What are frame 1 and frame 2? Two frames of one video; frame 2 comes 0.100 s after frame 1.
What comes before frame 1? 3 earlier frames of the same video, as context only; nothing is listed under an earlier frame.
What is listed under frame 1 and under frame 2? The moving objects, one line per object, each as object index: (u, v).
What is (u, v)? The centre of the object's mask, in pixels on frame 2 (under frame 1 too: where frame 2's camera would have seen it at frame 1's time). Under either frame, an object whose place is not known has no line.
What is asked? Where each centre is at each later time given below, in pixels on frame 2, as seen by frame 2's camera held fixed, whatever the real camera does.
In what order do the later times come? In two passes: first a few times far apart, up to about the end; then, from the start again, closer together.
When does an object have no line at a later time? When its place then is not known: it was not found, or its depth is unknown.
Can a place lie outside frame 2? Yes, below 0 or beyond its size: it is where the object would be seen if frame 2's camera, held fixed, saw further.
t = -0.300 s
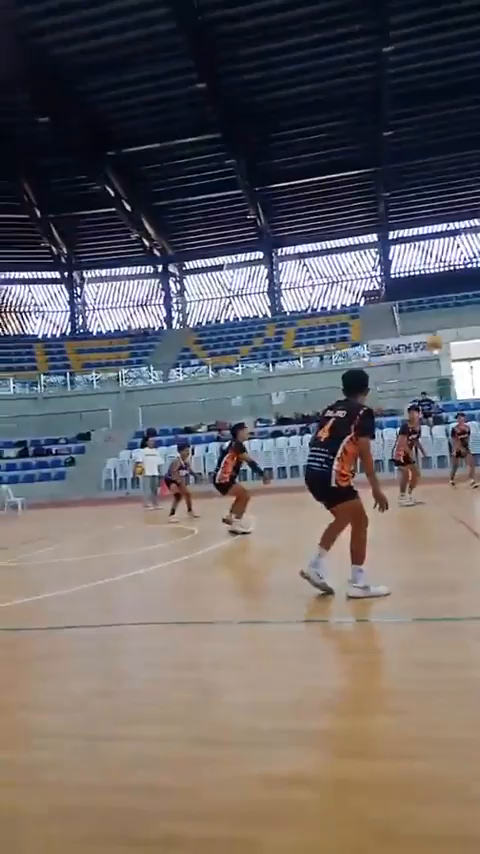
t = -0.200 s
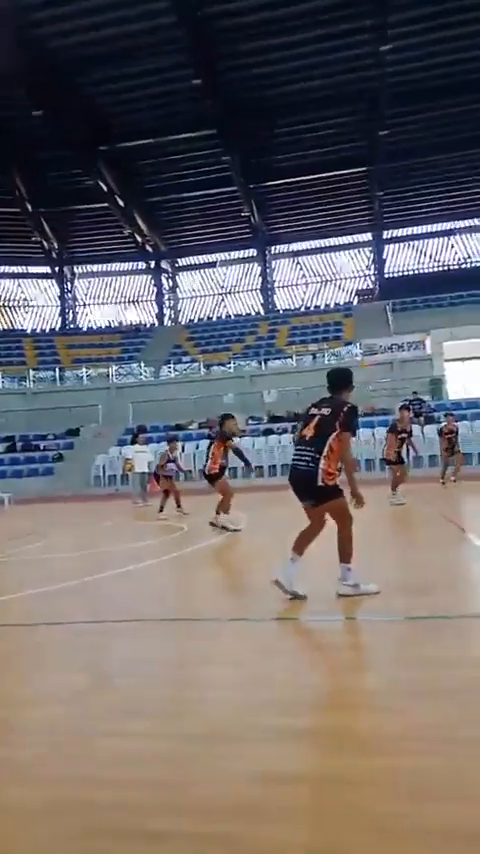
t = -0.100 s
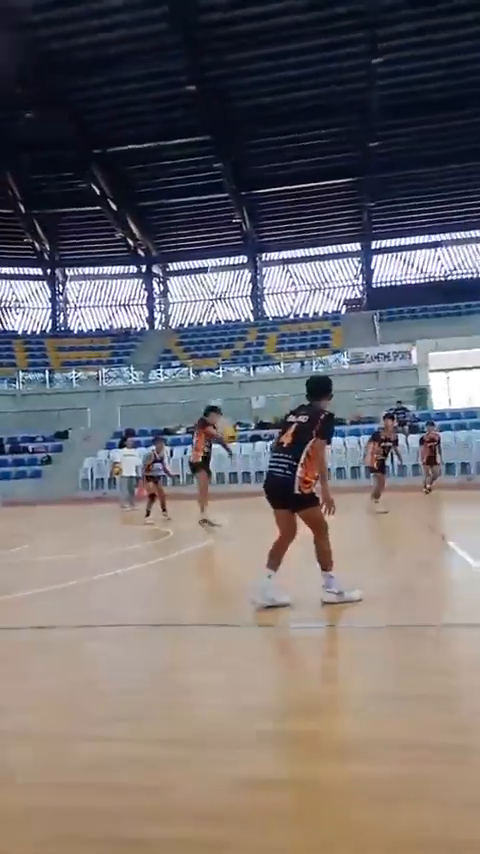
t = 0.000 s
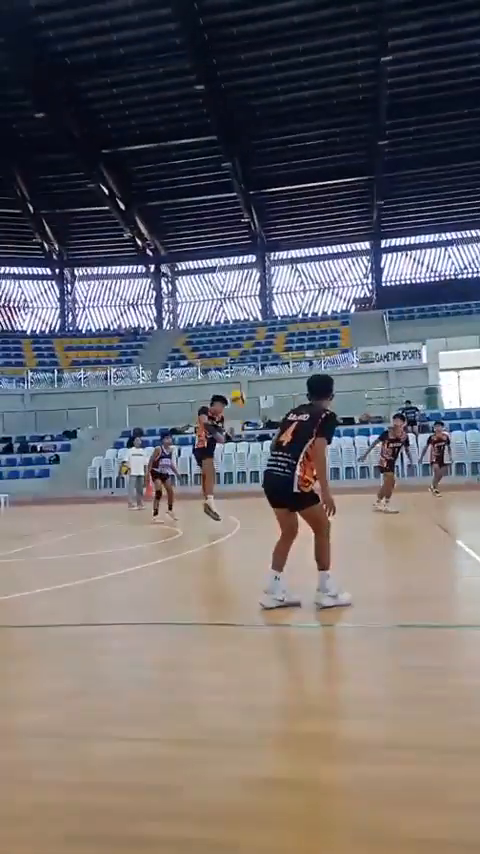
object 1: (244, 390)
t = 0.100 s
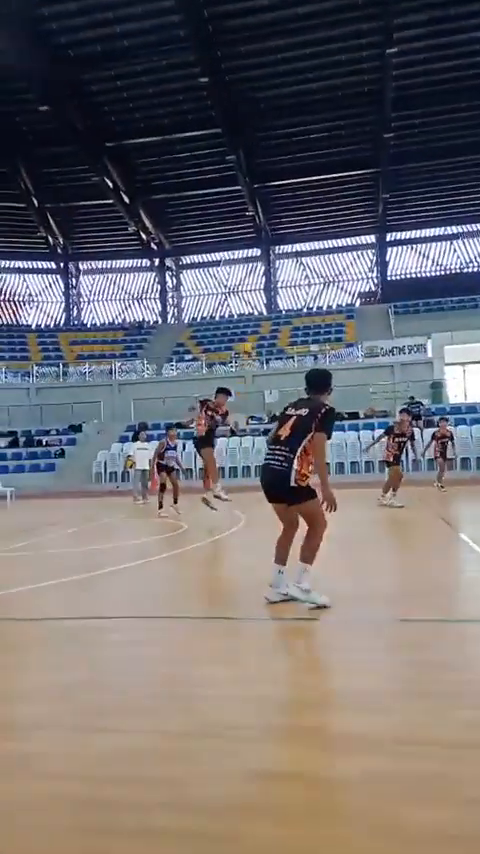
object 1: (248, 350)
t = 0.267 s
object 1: (258, 292)
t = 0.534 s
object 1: (280, 213)
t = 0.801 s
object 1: (321, 195)
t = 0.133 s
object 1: (248, 340)
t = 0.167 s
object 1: (251, 328)
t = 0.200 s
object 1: (253, 315)
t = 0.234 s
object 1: (255, 302)
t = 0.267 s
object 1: (258, 292)
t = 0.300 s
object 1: (259, 278)
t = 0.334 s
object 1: (261, 267)
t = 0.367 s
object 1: (263, 257)
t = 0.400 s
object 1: (266, 248)
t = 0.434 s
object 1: (268, 237)
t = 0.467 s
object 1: (272, 228)
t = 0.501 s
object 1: (276, 220)
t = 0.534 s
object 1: (280, 213)
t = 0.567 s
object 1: (283, 205)
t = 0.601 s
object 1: (287, 199)
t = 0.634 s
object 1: (291, 195)
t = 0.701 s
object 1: (303, 190)
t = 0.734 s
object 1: (309, 190)
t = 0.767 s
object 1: (314, 191)
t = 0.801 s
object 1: (321, 195)
